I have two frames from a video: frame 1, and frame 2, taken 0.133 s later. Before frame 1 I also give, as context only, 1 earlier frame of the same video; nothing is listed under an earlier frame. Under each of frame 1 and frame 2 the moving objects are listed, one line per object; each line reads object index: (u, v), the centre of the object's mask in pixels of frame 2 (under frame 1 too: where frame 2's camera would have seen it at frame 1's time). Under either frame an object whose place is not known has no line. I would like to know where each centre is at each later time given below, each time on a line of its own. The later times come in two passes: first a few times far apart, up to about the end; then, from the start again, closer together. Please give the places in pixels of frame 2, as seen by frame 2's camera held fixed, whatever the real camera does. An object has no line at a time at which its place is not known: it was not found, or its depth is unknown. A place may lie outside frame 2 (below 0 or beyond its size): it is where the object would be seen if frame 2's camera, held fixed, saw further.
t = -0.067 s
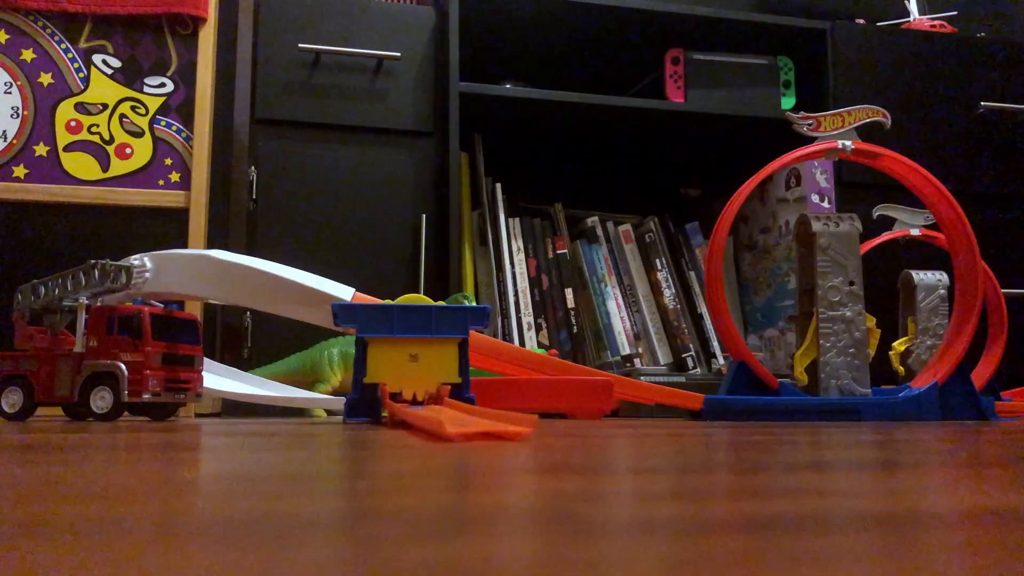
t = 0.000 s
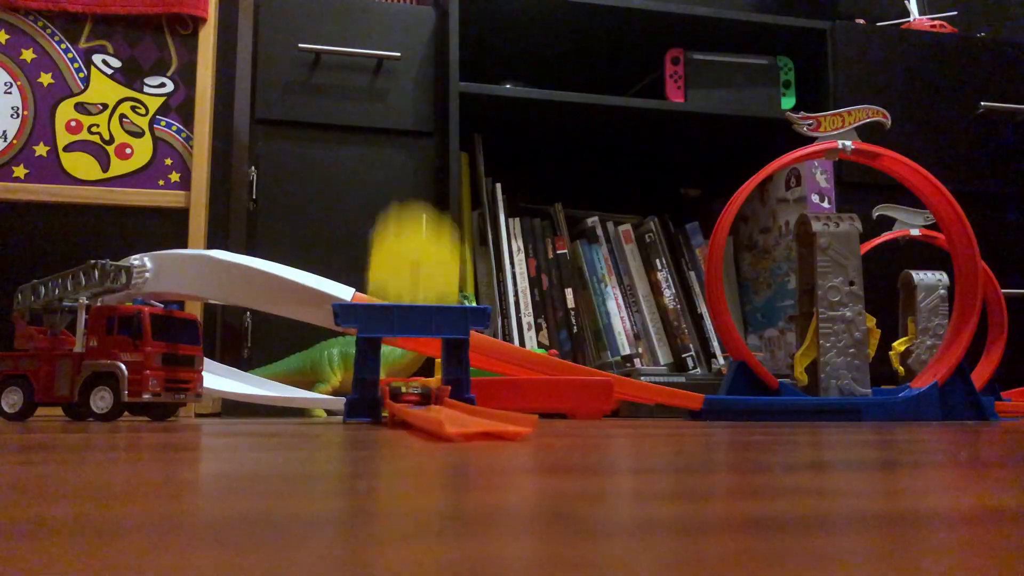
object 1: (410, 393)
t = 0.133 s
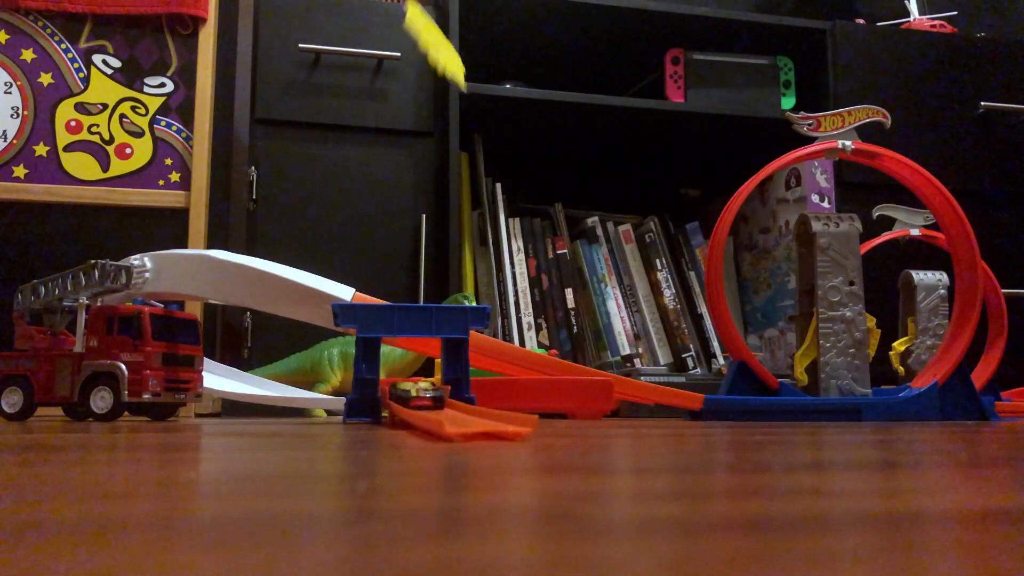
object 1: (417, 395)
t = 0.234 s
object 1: (426, 397)
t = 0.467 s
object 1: (455, 404)
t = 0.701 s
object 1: (493, 417)
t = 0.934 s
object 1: (527, 427)
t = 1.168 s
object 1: (557, 431)
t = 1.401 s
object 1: (575, 434)
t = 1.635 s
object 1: (577, 434)
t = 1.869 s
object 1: (577, 434)
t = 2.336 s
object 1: (571, 435)
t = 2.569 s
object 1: (571, 435)
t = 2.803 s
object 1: (571, 435)
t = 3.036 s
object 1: (571, 435)
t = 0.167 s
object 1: (420, 395)
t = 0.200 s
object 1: (423, 396)
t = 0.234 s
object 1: (426, 397)
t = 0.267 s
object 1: (430, 398)
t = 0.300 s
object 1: (433, 399)
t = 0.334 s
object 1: (437, 400)
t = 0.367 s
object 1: (441, 401)
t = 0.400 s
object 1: (446, 402)
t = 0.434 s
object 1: (451, 403)
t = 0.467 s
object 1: (455, 404)
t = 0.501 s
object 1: (461, 405)
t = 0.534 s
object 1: (466, 406)
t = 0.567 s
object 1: (471, 407)
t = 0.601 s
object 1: (476, 409)
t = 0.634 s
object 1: (482, 412)
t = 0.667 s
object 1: (489, 416)
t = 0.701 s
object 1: (493, 417)
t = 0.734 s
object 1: (497, 418)
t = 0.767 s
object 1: (504, 423)
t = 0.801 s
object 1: (509, 424)
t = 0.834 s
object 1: (514, 425)
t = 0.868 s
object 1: (518, 426)
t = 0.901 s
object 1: (522, 426)
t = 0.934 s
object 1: (527, 427)
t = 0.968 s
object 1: (531, 427)
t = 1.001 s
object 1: (536, 428)
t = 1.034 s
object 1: (540, 428)
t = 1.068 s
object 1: (544, 429)
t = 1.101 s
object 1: (549, 430)
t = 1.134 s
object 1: (553, 430)
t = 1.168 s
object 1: (557, 431)
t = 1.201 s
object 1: (560, 431)
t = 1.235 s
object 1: (564, 432)
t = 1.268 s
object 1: (566, 432)
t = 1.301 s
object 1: (569, 432)
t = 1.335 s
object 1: (571, 433)
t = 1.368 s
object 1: (573, 433)
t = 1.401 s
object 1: (575, 434)
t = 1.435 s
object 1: (577, 433)
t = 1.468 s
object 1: (578, 434)
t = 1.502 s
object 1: (578, 434)
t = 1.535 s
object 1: (578, 434)
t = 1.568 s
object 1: (578, 434)
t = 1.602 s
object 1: (578, 434)
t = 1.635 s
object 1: (577, 434)
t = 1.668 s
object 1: (577, 434)
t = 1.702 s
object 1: (577, 434)
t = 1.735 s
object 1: (577, 434)
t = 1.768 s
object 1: (577, 434)
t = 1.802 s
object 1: (577, 434)
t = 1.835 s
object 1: (577, 434)
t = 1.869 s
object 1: (577, 434)
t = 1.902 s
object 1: (576, 434)
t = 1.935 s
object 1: (575, 431)
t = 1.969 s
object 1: (576, 435)
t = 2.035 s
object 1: (571, 434)
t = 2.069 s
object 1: (570, 434)
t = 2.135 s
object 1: (571, 434)
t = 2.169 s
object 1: (571, 435)
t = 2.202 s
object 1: (571, 434)
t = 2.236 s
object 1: (571, 434)
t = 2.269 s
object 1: (571, 435)
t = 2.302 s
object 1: (571, 435)
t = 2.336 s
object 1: (571, 435)
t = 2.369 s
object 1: (571, 435)
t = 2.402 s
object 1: (571, 435)
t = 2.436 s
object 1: (571, 435)
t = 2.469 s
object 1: (571, 435)
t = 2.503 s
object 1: (571, 435)
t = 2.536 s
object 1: (571, 435)
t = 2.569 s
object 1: (571, 435)
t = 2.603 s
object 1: (571, 435)
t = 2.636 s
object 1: (571, 435)
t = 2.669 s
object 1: (571, 435)
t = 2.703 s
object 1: (571, 435)
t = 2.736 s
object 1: (571, 435)
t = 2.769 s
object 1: (571, 435)
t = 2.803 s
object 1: (571, 435)
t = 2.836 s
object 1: (571, 435)
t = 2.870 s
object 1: (571, 435)
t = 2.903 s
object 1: (571, 435)
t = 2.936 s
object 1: (571, 435)
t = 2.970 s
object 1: (571, 435)
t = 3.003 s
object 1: (571, 435)
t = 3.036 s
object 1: (571, 435)
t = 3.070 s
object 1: (571, 435)
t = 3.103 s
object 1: (571, 434)
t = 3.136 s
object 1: (571, 435)
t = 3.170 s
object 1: (570, 435)
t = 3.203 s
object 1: (571, 434)
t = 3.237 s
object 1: (570, 434)
